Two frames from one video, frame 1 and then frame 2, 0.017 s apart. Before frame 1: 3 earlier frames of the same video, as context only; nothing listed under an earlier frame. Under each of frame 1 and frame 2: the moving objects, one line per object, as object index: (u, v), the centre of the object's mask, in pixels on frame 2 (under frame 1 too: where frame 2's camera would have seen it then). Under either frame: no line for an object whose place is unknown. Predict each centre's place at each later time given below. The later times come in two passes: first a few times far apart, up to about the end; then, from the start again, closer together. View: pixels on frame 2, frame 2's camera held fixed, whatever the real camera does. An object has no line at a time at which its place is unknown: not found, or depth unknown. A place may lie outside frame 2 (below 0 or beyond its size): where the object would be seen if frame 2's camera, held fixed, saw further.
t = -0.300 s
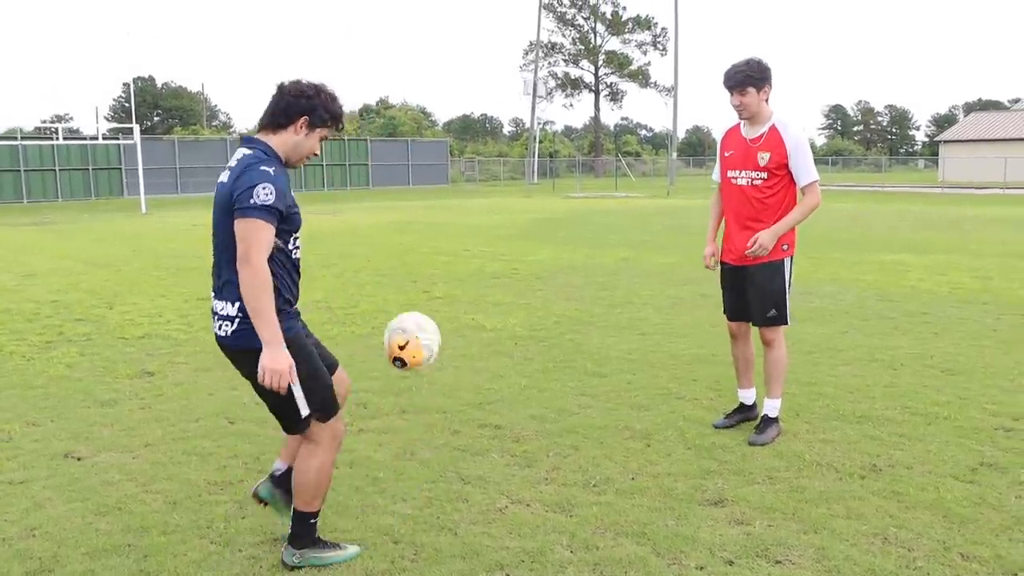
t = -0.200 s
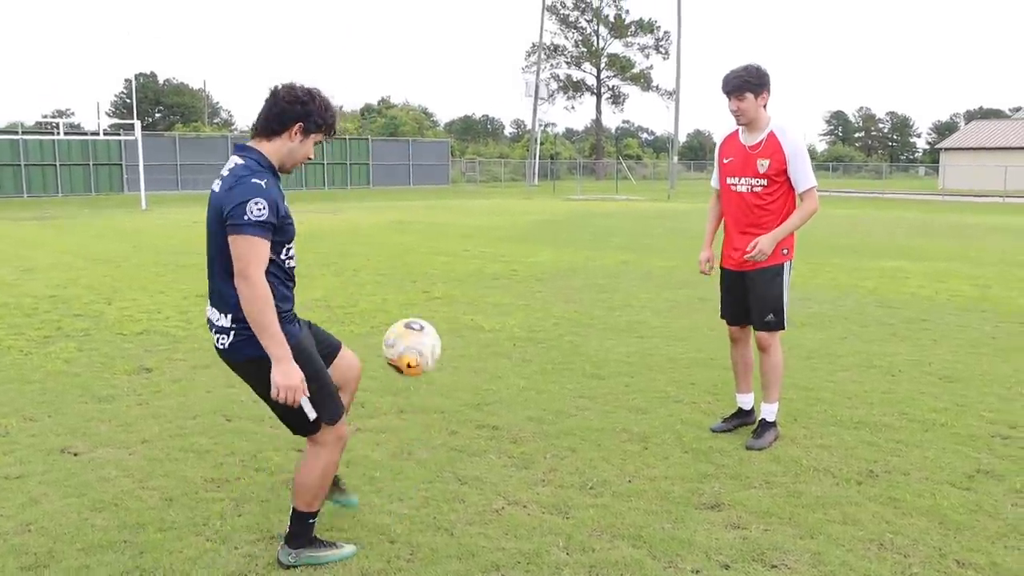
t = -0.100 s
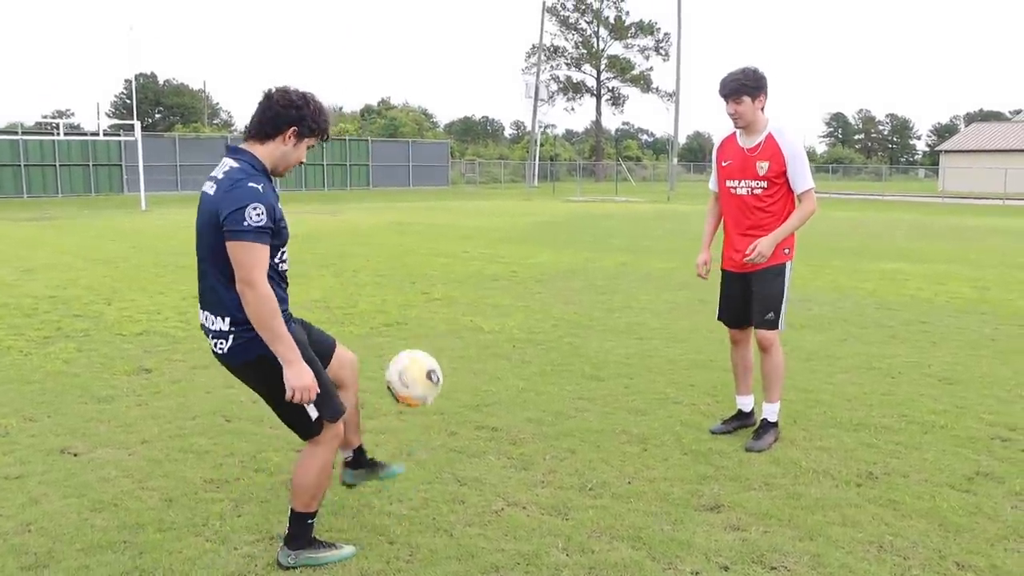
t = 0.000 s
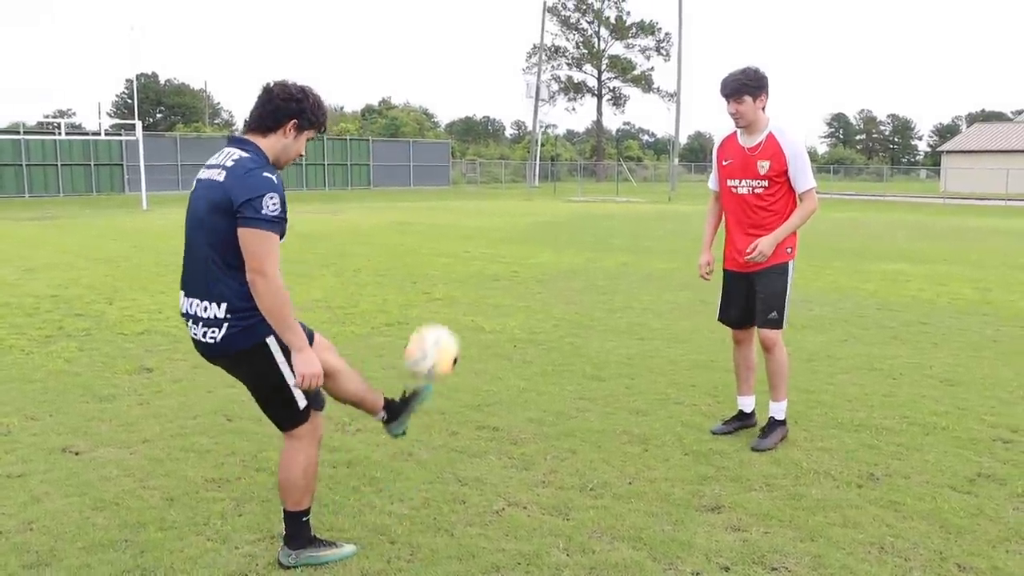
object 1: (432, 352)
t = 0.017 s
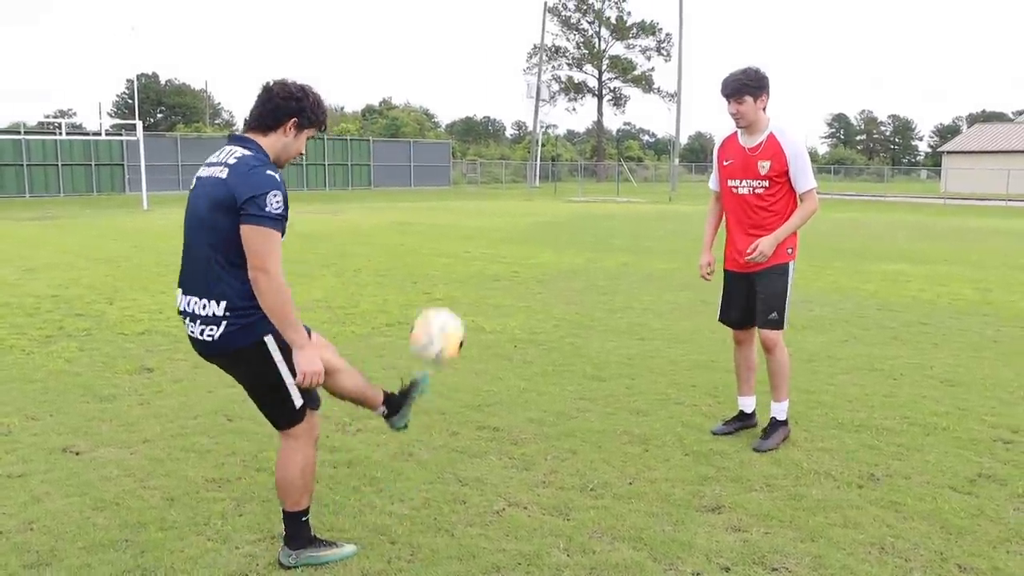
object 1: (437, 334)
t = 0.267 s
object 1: (507, 159)
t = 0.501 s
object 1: (570, 132)
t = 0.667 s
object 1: (613, 190)
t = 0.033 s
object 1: (442, 318)
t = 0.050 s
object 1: (447, 303)
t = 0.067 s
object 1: (452, 288)
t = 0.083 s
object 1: (456, 274)
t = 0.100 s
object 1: (461, 260)
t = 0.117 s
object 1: (466, 247)
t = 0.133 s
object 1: (470, 234)
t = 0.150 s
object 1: (475, 223)
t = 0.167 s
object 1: (479, 211)
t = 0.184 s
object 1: (484, 201)
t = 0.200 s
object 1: (488, 191)
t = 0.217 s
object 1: (493, 182)
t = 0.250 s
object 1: (502, 166)
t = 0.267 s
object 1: (507, 159)
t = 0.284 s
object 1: (512, 152)
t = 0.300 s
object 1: (517, 146)
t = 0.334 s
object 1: (526, 139)
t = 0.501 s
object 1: (570, 132)
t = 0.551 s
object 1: (583, 144)
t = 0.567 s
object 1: (587, 147)
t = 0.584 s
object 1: (592, 153)
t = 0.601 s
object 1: (596, 159)
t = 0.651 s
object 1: (608, 182)
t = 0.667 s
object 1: (613, 190)
